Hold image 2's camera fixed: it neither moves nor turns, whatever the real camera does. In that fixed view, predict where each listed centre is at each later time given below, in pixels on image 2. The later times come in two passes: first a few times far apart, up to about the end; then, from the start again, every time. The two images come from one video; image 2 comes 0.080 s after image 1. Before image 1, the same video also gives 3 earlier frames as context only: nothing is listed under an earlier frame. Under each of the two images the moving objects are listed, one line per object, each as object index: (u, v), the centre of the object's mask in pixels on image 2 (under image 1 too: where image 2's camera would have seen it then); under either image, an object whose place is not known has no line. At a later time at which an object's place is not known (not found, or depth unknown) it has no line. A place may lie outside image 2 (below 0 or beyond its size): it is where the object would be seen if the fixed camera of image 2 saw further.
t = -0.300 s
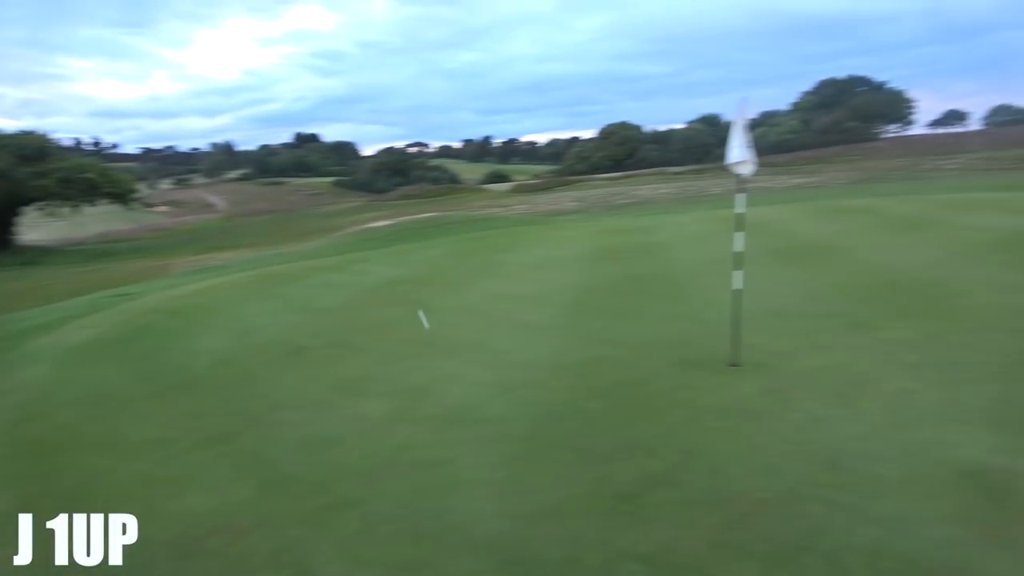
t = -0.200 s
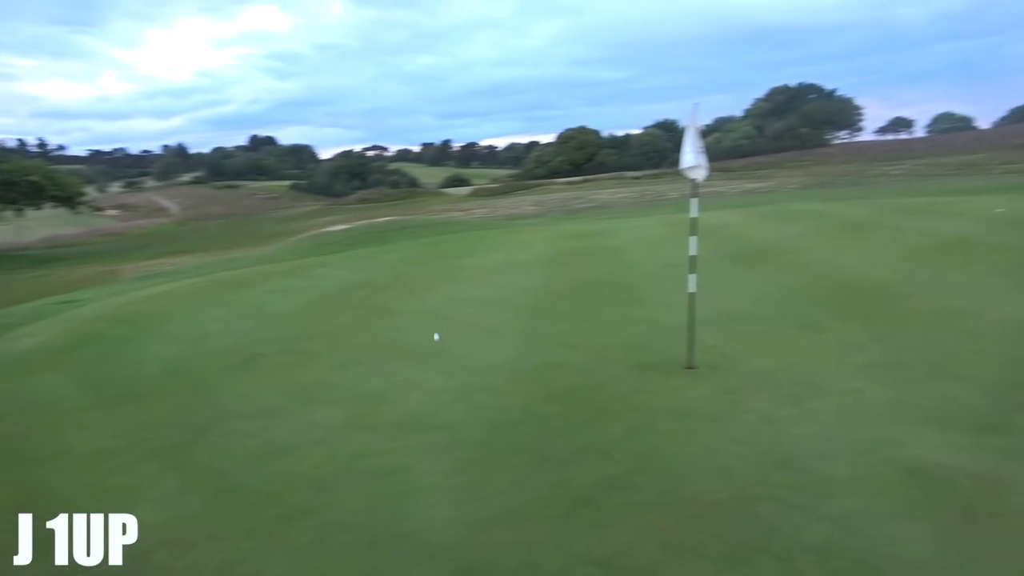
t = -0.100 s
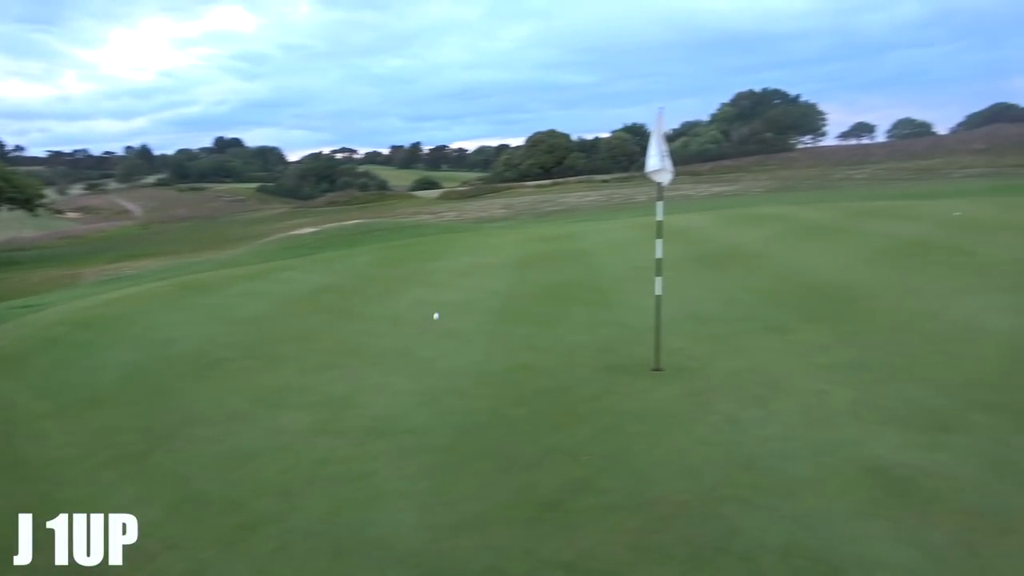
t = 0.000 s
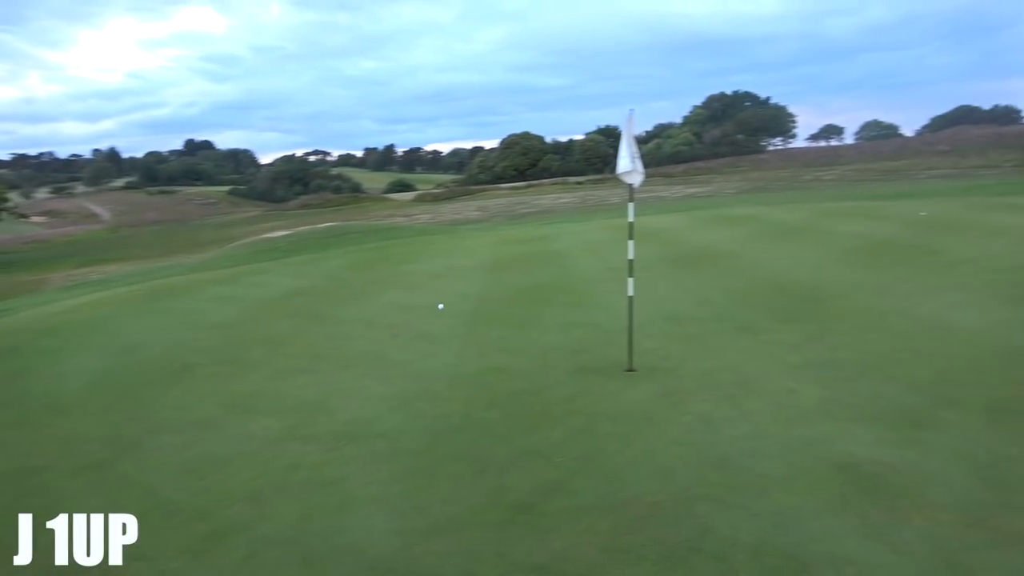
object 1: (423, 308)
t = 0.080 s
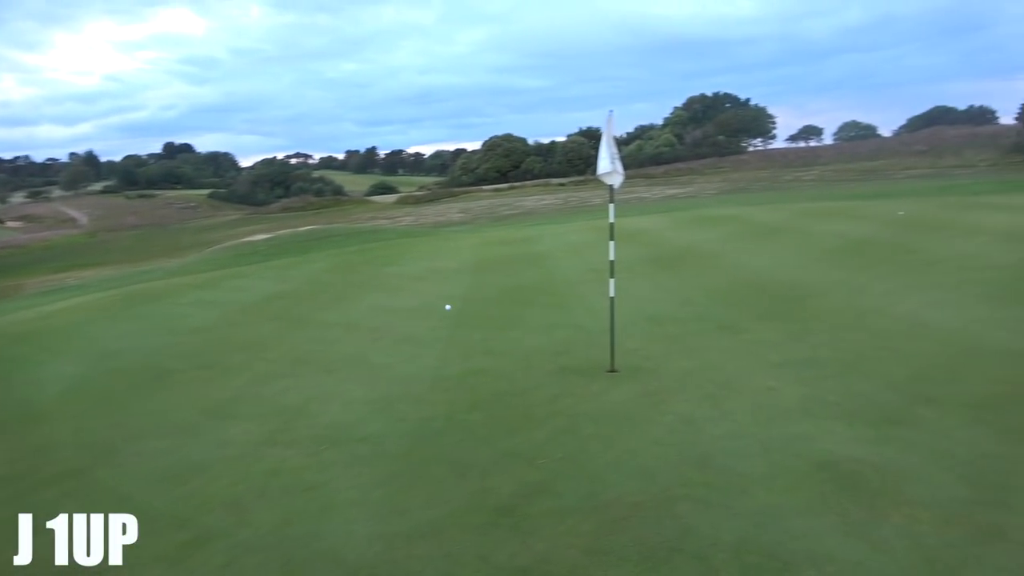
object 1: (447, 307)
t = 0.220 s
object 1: (490, 322)
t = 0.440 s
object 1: (550, 327)
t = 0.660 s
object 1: (603, 329)
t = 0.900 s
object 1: (656, 325)
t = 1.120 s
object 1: (699, 320)
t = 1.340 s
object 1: (738, 316)
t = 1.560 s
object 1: (773, 313)
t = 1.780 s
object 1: (803, 309)
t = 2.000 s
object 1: (830, 306)
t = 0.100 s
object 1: (454, 308)
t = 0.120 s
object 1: (459, 309)
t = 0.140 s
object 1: (466, 310)
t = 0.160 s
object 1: (472, 313)
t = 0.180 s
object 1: (478, 315)
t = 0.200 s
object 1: (484, 318)
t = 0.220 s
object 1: (490, 322)
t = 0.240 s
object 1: (496, 325)
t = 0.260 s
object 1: (502, 330)
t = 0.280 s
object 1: (508, 335)
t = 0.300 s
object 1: (514, 340)
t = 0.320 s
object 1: (519, 342)
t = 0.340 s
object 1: (525, 339)
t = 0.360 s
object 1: (529, 335)
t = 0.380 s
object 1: (535, 333)
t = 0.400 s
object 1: (540, 331)
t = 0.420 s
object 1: (545, 329)
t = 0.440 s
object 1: (550, 327)
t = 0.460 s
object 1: (555, 327)
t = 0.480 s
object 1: (560, 326)
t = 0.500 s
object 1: (564, 326)
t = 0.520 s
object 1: (569, 326)
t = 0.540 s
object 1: (575, 327)
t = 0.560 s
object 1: (579, 328)
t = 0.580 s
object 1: (585, 330)
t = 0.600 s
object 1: (590, 332)
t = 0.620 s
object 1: (594, 332)
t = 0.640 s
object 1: (599, 330)
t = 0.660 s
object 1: (603, 329)
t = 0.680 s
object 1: (608, 327)
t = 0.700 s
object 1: (613, 326)
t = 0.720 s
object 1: (617, 326)
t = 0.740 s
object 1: (622, 325)
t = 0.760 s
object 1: (626, 326)
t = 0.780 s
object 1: (630, 327)
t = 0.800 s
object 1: (635, 328)
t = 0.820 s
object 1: (639, 327)
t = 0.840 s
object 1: (643, 326)
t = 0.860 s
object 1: (648, 325)
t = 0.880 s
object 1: (651, 324)
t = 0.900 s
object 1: (656, 325)
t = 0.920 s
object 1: (660, 325)
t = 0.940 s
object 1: (664, 325)
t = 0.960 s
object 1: (668, 323)
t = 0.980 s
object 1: (672, 323)
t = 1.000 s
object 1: (676, 323)
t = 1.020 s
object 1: (680, 323)
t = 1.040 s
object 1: (684, 322)
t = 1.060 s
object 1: (688, 322)
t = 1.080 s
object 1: (691, 321)
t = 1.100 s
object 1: (695, 321)
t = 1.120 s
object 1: (699, 320)
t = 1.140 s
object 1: (703, 320)
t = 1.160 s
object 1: (706, 320)
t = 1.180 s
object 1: (710, 319)
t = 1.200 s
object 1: (714, 319)
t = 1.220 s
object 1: (717, 318)
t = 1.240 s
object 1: (721, 318)
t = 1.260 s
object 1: (724, 318)
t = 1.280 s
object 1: (728, 317)
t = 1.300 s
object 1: (731, 317)
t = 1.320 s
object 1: (735, 317)
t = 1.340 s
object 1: (738, 316)
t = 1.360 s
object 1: (741, 316)
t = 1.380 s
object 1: (745, 315)
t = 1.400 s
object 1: (748, 315)
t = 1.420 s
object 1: (751, 315)
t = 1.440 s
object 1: (754, 314)
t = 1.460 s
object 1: (758, 314)
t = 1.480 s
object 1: (761, 314)
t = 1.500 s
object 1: (764, 313)
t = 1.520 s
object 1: (767, 313)
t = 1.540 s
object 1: (770, 313)
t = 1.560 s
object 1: (773, 313)
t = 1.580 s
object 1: (776, 312)
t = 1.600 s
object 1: (779, 312)
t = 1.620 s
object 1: (782, 312)
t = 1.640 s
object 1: (785, 311)
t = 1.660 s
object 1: (787, 311)
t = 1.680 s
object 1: (790, 311)
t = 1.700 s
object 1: (793, 310)
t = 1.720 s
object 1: (796, 310)
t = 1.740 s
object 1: (798, 310)
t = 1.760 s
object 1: (801, 309)
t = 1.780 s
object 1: (803, 309)
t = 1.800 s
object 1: (806, 309)
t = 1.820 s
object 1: (808, 309)
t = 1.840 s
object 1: (811, 308)
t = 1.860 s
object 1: (813, 308)
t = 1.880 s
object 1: (816, 308)
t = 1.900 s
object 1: (818, 307)
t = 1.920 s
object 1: (821, 307)
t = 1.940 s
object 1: (823, 307)
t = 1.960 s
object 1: (825, 306)
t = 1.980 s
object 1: (828, 306)
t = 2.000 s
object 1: (830, 306)
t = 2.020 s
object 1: (832, 306)
